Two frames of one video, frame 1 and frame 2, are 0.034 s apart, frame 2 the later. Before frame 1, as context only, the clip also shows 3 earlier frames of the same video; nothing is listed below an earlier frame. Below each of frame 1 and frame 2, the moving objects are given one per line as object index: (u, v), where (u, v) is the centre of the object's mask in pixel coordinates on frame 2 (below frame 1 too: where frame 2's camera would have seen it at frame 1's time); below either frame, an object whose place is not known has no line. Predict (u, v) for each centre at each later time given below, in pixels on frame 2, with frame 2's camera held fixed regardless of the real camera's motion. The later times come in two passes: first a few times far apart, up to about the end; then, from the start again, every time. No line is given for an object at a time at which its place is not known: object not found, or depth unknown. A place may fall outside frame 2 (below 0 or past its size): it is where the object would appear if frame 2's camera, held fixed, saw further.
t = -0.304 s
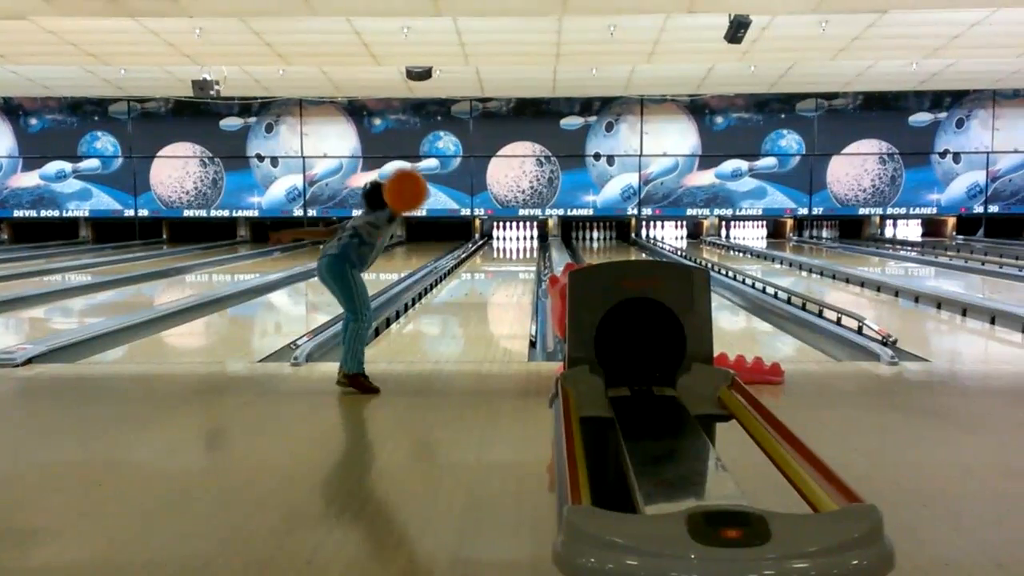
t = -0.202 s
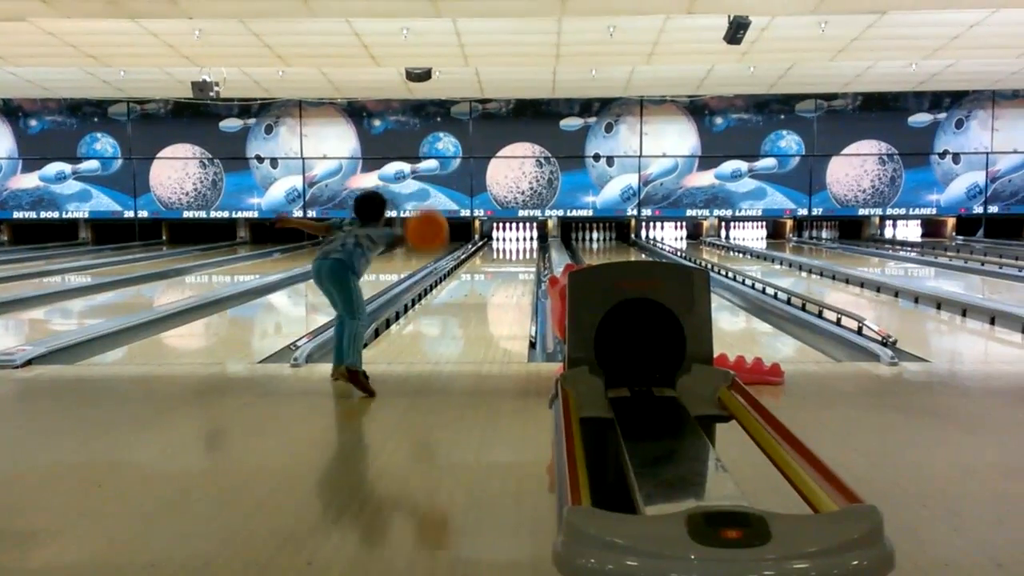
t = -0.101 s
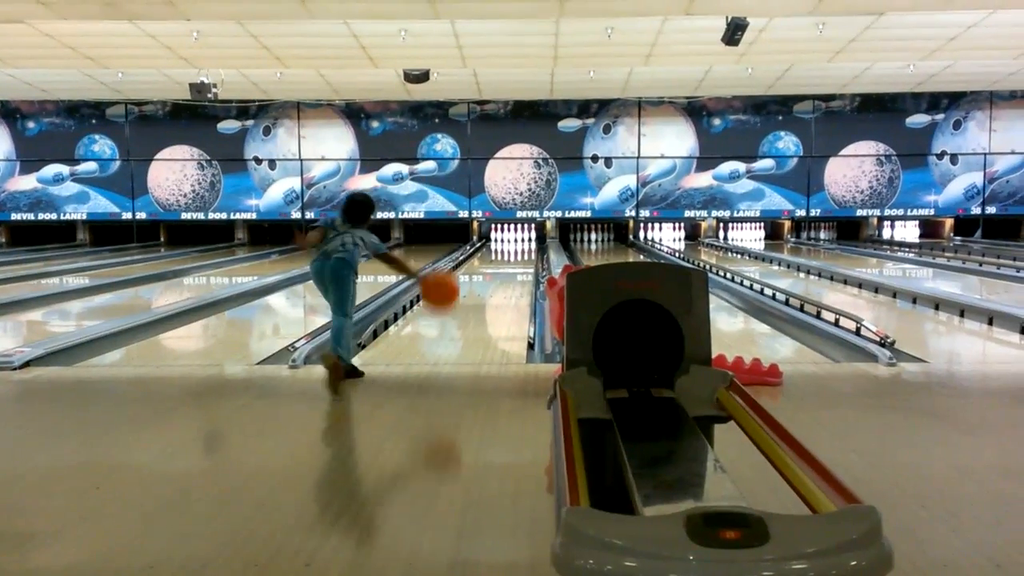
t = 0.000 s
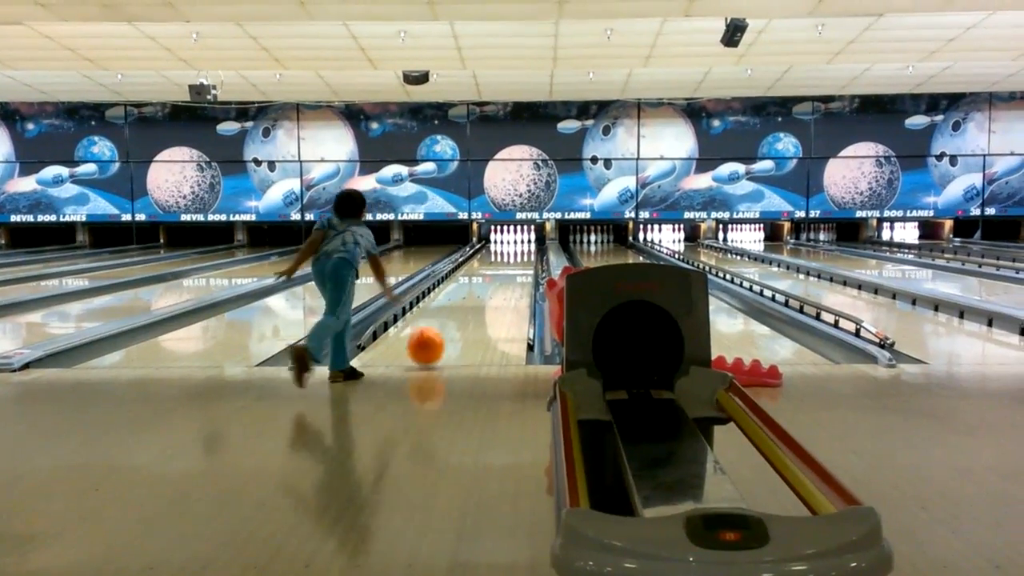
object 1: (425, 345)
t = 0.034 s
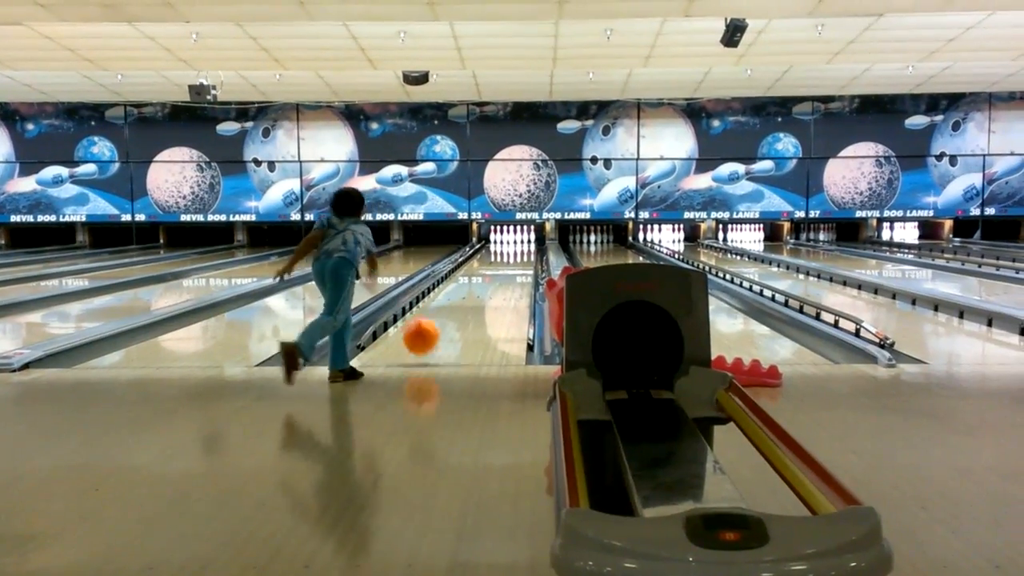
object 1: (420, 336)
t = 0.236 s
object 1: (395, 305)
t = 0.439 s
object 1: (409, 307)
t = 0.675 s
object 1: (469, 304)
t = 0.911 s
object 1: (516, 295)
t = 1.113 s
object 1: (504, 288)
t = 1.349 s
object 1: (478, 282)
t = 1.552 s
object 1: (460, 277)
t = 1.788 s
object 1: (454, 272)
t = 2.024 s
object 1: (475, 269)
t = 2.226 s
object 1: (492, 265)
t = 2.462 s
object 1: (507, 263)
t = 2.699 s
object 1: (523, 260)
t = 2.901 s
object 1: (523, 258)
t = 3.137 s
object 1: (516, 256)
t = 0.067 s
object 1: (415, 325)
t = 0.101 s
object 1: (411, 317)
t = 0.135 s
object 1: (407, 311)
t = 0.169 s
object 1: (402, 307)
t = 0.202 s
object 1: (398, 305)
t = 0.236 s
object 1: (395, 305)
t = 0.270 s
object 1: (391, 306)
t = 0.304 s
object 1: (388, 309)
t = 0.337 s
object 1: (385, 312)
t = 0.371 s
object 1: (390, 311)
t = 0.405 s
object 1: (399, 308)
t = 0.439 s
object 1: (409, 307)
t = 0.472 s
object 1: (419, 307)
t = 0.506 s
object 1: (428, 309)
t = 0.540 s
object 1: (437, 310)
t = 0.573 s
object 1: (445, 307)
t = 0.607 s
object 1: (454, 305)
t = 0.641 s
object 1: (461, 305)
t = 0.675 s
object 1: (469, 304)
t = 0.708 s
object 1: (476, 303)
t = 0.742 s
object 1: (483, 302)
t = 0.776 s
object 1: (490, 300)
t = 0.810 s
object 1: (497, 299)
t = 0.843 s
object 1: (504, 297)
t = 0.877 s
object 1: (510, 296)
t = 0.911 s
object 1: (516, 295)
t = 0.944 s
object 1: (521, 293)
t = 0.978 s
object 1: (520, 292)
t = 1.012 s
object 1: (516, 291)
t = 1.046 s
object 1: (511, 290)
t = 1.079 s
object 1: (507, 289)
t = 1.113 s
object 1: (504, 288)
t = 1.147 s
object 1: (499, 287)
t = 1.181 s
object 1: (495, 286)
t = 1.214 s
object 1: (492, 285)
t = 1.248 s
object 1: (489, 285)
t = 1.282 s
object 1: (485, 284)
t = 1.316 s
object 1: (481, 283)
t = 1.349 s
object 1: (478, 282)
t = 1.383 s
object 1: (475, 281)
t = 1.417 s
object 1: (472, 280)
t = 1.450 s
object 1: (468, 279)
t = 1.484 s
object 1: (465, 278)
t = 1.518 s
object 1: (463, 278)
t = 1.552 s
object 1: (460, 277)
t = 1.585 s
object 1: (457, 276)
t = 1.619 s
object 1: (454, 276)
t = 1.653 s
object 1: (451, 275)
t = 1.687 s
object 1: (448, 274)
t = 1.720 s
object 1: (448, 274)
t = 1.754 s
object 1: (450, 273)
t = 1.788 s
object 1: (454, 272)
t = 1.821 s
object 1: (456, 272)
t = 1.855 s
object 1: (459, 271)
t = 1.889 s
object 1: (463, 271)
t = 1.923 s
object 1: (466, 270)
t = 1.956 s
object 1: (470, 269)
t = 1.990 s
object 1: (473, 269)
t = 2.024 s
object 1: (475, 269)
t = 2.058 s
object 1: (478, 268)
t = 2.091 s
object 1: (481, 268)
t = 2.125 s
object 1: (483, 267)
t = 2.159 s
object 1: (486, 267)
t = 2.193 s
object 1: (489, 266)
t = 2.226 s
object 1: (492, 265)
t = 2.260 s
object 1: (494, 265)
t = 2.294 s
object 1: (496, 265)
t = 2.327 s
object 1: (498, 264)
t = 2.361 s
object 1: (500, 263)
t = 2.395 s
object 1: (503, 263)
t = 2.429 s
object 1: (506, 263)
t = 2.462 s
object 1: (507, 263)
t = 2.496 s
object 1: (510, 262)
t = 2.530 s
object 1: (512, 262)
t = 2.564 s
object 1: (514, 261)
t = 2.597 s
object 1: (517, 261)
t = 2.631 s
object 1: (519, 260)
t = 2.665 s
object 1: (521, 260)
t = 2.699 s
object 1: (523, 260)
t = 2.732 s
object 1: (525, 259)
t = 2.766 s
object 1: (527, 258)
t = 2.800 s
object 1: (527, 258)
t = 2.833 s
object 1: (527, 258)
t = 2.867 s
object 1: (525, 258)
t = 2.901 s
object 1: (523, 258)
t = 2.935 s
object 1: (522, 258)
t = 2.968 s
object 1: (521, 258)
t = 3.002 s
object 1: (520, 257)
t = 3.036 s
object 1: (519, 257)
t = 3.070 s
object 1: (518, 256)
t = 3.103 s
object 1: (517, 256)
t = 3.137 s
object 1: (516, 256)
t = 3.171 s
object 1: (516, 256)
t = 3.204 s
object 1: (515, 255)
